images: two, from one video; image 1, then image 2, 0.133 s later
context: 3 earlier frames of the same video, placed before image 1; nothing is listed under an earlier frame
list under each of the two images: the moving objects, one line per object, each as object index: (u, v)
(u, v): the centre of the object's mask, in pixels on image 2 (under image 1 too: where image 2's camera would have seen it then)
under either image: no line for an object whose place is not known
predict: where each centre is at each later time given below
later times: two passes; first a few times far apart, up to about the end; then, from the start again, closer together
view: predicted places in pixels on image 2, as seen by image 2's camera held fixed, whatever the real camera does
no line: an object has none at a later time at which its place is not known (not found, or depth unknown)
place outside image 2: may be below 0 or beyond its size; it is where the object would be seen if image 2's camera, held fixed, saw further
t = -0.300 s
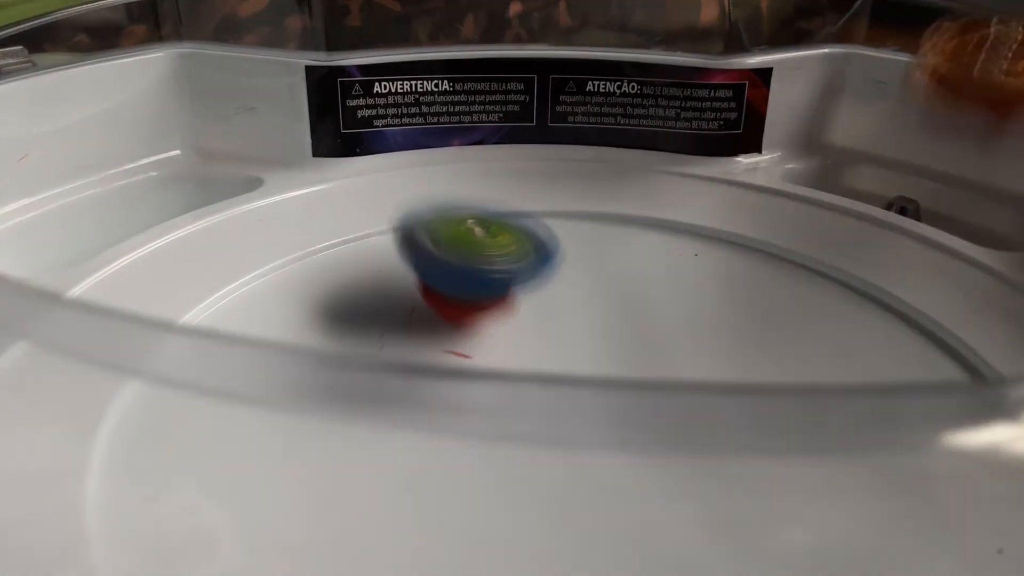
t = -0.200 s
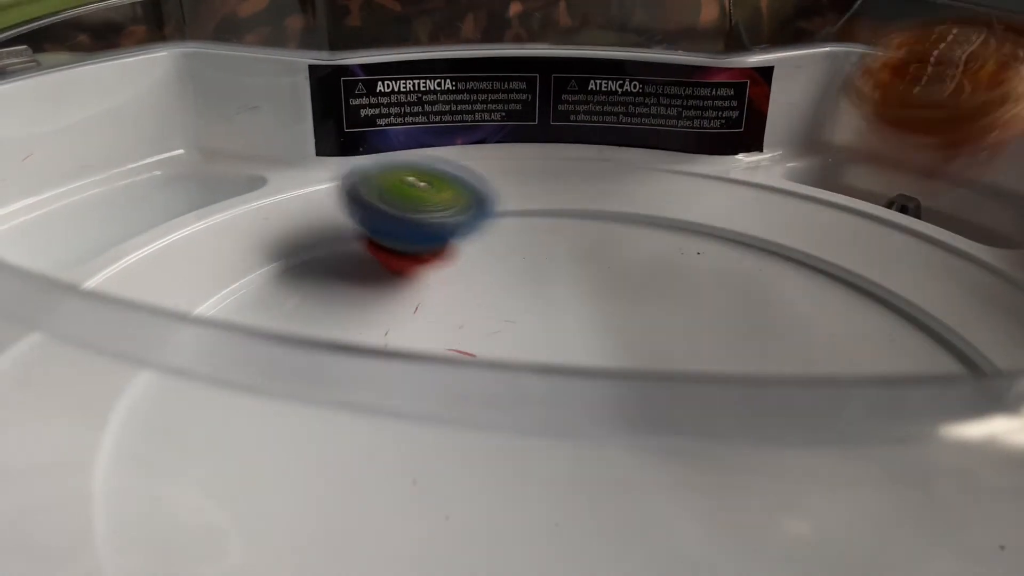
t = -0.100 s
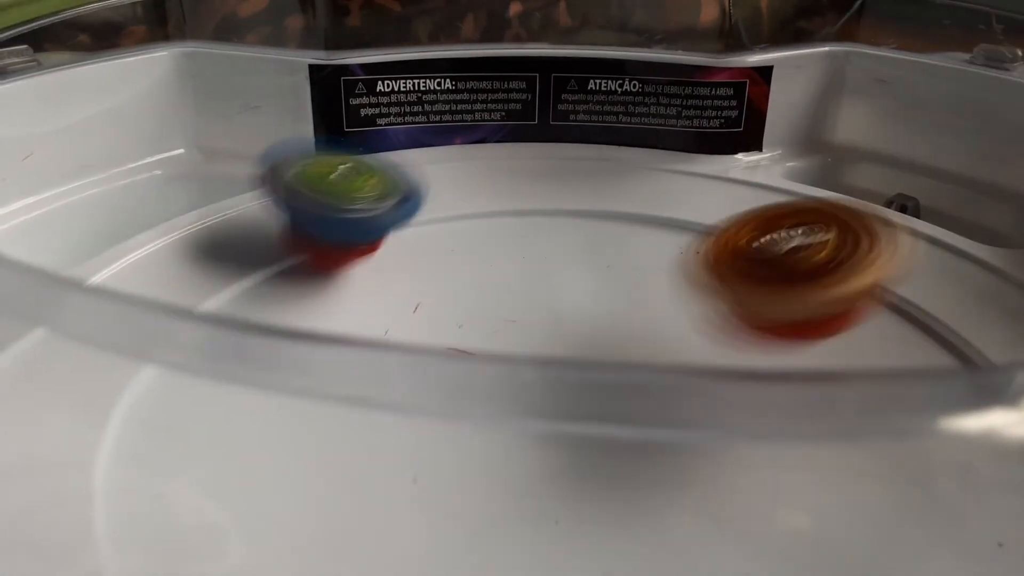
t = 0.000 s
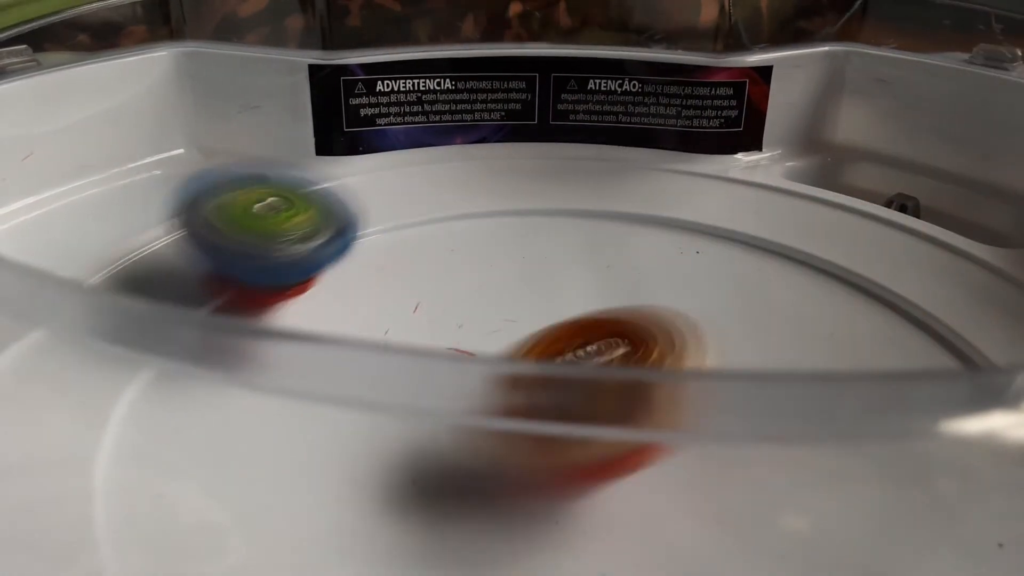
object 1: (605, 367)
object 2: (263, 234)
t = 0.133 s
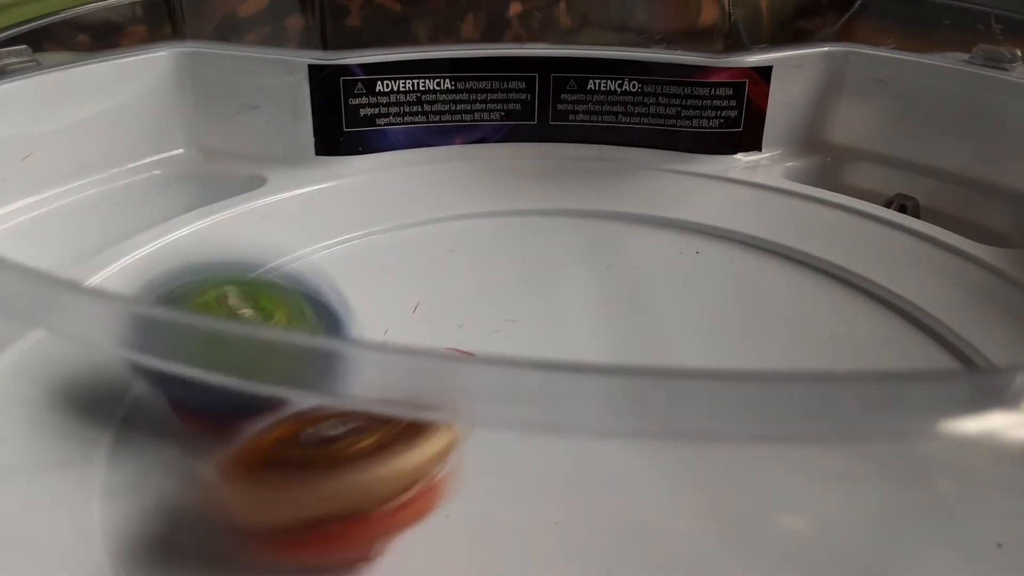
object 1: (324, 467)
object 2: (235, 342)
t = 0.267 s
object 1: (284, 539)
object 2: (358, 344)
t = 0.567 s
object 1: (643, 402)
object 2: (535, 216)
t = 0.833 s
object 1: (605, 259)
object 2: (427, 183)
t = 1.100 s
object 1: (664, 347)
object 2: (377, 345)
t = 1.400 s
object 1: (770, 355)
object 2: (916, 508)
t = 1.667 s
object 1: (649, 309)
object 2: (900, 296)
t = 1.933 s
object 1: (464, 407)
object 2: (534, 282)
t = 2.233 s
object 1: (297, 482)
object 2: (490, 358)
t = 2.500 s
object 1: (451, 397)
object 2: (642, 305)
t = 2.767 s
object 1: (517, 341)
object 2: (634, 225)
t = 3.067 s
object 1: (551, 451)
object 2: (622, 288)
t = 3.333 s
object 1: (572, 491)
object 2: (798, 359)
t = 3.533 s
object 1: (602, 482)
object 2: (792, 361)
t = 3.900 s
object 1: (554, 348)
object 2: (802, 349)
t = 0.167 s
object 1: (303, 487)
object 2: (263, 349)
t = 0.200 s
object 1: (286, 511)
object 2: (292, 351)
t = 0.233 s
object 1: (278, 525)
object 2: (323, 359)
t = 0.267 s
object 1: (284, 539)
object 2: (358, 344)
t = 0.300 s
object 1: (342, 543)
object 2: (392, 345)
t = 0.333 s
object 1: (400, 535)
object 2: (426, 341)
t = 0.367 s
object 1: (463, 530)
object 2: (454, 333)
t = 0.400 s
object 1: (512, 517)
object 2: (483, 304)
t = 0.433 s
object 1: (559, 490)
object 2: (503, 293)
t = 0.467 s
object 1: (603, 474)
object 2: (519, 274)
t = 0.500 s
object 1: (622, 477)
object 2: (530, 255)
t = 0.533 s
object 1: (627, 429)
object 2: (535, 236)
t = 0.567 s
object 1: (643, 402)
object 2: (535, 216)
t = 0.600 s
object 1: (648, 340)
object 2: (530, 199)
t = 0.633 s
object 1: (653, 331)
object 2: (521, 189)
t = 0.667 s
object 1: (645, 318)
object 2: (508, 177)
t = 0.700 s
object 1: (635, 301)
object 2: (496, 171)
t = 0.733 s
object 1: (623, 285)
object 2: (482, 177)
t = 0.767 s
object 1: (607, 268)
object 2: (469, 181)
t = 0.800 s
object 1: (592, 257)
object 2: (456, 187)
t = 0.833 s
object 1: (605, 259)
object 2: (427, 183)
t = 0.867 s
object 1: (621, 265)
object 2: (399, 188)
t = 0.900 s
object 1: (636, 274)
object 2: (373, 198)
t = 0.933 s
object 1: (648, 284)
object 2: (349, 209)
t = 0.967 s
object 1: (657, 293)
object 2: (333, 228)
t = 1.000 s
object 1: (663, 306)
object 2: (324, 256)
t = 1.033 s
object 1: (666, 328)
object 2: (327, 278)
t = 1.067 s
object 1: (665, 340)
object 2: (344, 324)
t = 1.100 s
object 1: (664, 347)
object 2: (377, 345)
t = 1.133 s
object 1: (661, 349)
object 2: (432, 425)
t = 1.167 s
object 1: (666, 356)
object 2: (489, 466)
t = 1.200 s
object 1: (684, 351)
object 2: (517, 495)
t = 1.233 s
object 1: (706, 356)
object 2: (568, 508)
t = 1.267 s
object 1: (730, 353)
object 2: (624, 515)
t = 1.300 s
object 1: (743, 354)
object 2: (693, 521)
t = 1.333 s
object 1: (755, 355)
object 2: (782, 525)
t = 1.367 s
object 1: (763, 355)
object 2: (871, 520)
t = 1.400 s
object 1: (770, 355)
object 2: (916, 508)
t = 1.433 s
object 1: (772, 352)
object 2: (948, 503)
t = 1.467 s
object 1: (772, 350)
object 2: (959, 485)
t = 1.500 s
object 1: (764, 325)
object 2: (963, 411)
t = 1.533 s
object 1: (739, 318)
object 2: (960, 340)
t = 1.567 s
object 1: (713, 315)
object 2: (960, 329)
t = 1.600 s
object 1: (692, 313)
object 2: (952, 319)
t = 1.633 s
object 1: (668, 309)
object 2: (936, 309)
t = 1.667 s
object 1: (649, 309)
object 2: (900, 296)
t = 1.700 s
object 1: (633, 312)
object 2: (851, 283)
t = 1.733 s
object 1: (618, 317)
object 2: (799, 274)
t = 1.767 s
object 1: (586, 325)
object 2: (762, 263)
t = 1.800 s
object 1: (559, 330)
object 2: (717, 258)
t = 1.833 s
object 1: (525, 360)
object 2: (670, 258)
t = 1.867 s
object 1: (504, 378)
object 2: (625, 262)
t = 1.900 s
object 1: (485, 390)
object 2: (578, 270)
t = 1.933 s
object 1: (464, 407)
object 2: (534, 282)
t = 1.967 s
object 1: (425, 458)
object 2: (492, 293)
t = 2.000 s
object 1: (392, 462)
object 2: (464, 299)
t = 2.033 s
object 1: (363, 465)
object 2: (437, 324)
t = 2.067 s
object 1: (336, 473)
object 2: (427, 328)
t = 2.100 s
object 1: (314, 477)
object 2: (427, 334)
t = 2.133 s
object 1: (299, 481)
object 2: (434, 342)
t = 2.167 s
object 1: (293, 482)
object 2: (447, 348)
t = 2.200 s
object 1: (292, 482)
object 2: (466, 354)
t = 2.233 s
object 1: (297, 482)
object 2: (490, 358)
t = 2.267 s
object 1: (308, 479)
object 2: (516, 361)
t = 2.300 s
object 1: (323, 476)
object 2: (545, 362)
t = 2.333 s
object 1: (343, 472)
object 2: (570, 360)
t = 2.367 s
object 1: (366, 465)
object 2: (593, 356)
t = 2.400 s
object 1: (387, 462)
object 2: (612, 347)
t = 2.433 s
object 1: (407, 435)
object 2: (627, 338)
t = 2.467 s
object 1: (430, 426)
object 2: (638, 315)
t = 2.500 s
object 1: (451, 397)
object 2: (642, 305)
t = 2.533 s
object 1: (470, 381)
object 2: (639, 297)
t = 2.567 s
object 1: (487, 359)
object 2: (633, 288)
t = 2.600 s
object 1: (494, 353)
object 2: (635, 276)
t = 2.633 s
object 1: (495, 349)
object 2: (643, 263)
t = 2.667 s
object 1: (498, 346)
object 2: (646, 250)
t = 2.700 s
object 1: (504, 344)
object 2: (647, 239)
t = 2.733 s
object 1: (511, 342)
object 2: (643, 230)
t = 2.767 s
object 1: (517, 341)
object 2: (634, 225)
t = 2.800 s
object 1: (524, 340)
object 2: (623, 224)
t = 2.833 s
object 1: (530, 340)
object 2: (611, 223)
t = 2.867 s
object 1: (538, 341)
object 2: (599, 225)
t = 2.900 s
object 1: (540, 349)
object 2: (592, 230)
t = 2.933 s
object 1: (545, 356)
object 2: (589, 238)
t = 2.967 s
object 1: (552, 361)
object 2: (588, 250)
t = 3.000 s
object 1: (556, 369)
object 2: (596, 261)
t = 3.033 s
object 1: (545, 438)
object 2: (608, 274)
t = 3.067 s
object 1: (551, 451)
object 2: (622, 288)
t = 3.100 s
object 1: (553, 456)
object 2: (640, 300)
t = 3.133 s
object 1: (554, 460)
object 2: (661, 312)
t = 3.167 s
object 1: (542, 482)
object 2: (686, 320)
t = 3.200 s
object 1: (548, 488)
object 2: (711, 343)
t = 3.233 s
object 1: (552, 493)
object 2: (736, 352)
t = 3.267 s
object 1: (558, 495)
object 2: (757, 355)
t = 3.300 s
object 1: (564, 493)
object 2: (778, 359)
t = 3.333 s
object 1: (572, 491)
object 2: (798, 359)
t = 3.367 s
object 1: (577, 490)
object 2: (810, 360)
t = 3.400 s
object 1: (581, 487)
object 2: (818, 358)
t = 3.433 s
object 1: (586, 485)
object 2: (820, 358)
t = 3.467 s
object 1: (592, 484)
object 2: (815, 358)
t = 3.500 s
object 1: (598, 483)
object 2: (808, 359)
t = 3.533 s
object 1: (602, 482)
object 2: (792, 361)
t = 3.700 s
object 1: (548, 402)
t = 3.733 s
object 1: (540, 365)
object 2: (788, 368)
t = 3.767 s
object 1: (540, 362)
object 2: (797, 367)
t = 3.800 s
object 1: (540, 357)
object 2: (808, 362)
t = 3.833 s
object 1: (544, 352)
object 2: (814, 359)
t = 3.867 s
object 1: (546, 350)
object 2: (812, 354)
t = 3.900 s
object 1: (554, 348)
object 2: (802, 349)
